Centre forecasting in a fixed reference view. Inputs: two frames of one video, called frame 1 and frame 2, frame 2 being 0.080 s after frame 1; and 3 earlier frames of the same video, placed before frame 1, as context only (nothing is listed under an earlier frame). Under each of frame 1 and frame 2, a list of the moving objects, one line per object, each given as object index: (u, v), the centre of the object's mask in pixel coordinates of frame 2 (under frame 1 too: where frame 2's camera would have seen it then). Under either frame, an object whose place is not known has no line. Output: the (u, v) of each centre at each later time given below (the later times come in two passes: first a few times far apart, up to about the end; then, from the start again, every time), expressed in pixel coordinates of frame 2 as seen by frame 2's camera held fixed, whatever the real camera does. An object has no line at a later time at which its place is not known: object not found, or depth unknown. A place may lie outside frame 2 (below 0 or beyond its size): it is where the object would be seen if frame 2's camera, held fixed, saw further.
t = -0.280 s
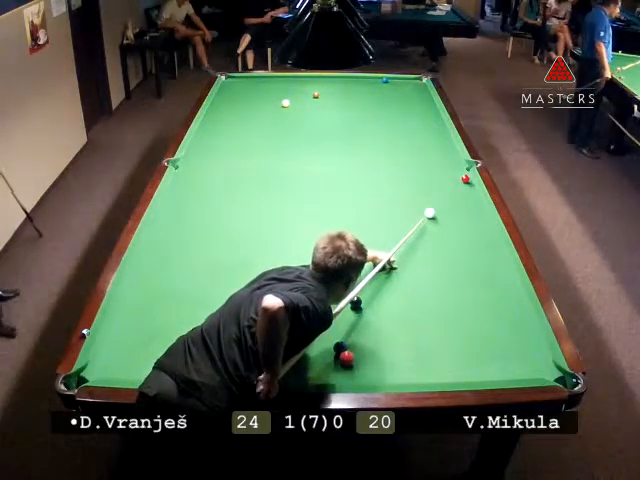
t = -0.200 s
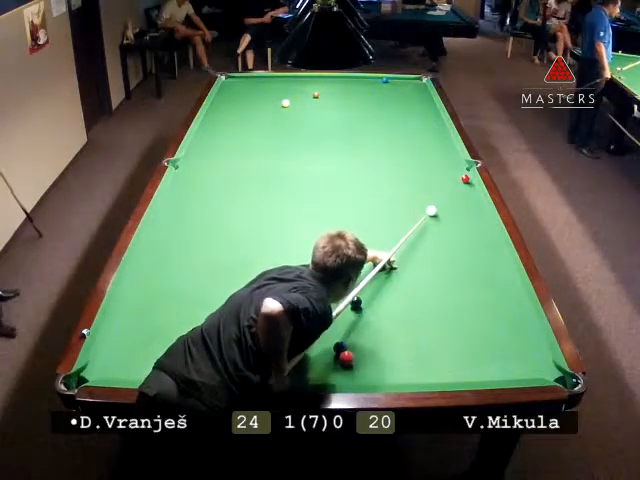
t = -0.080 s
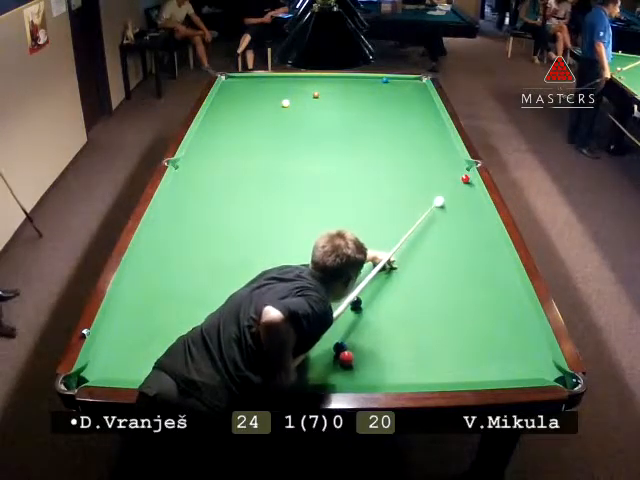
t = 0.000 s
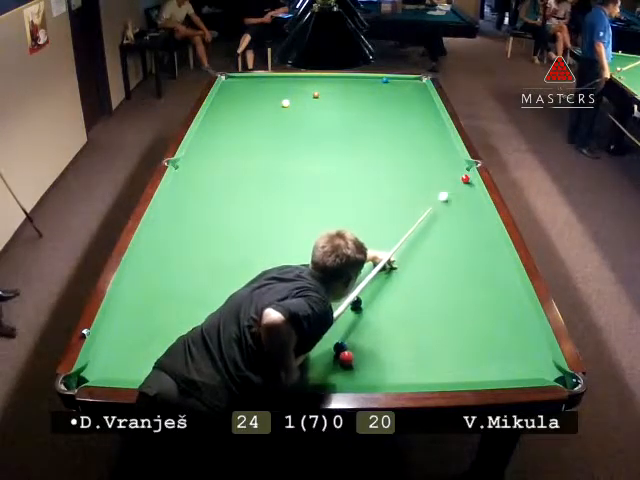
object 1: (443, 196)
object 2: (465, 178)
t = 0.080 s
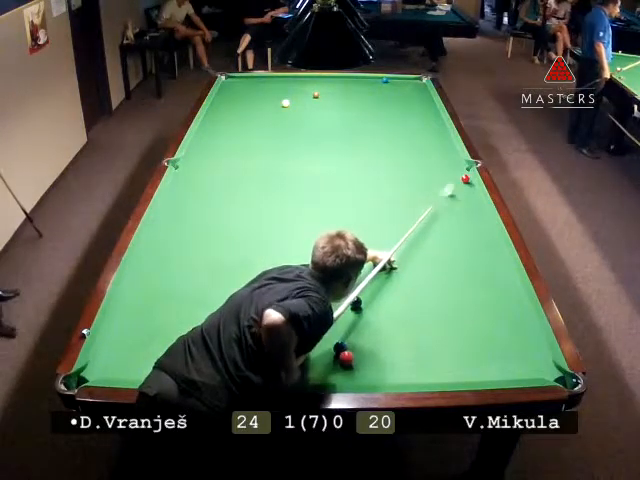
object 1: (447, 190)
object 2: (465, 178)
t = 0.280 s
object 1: (456, 179)
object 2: (466, 178)
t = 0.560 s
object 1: (449, 166)
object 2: (455, 175)
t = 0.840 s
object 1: (442, 156)
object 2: (442, 173)
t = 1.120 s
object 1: (437, 147)
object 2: (430, 171)
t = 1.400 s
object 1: (432, 139)
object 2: (421, 170)
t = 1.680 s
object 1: (428, 132)
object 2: (412, 168)
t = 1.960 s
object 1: (424, 127)
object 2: (405, 166)
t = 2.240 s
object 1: (421, 121)
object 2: (400, 166)
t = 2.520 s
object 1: (419, 116)
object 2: (396, 165)
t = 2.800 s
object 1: (416, 112)
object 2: (393, 165)
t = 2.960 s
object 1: (415, 111)
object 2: (391, 164)
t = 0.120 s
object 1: (449, 187)
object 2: (465, 178)
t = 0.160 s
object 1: (451, 185)
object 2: (465, 178)
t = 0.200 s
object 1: (453, 183)
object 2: (465, 178)
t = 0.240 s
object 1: (455, 180)
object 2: (465, 178)
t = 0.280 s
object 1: (456, 179)
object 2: (466, 178)
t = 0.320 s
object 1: (455, 177)
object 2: (467, 178)
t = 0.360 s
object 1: (454, 175)
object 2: (465, 178)
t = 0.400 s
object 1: (452, 173)
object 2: (463, 177)
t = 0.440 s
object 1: (452, 171)
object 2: (461, 176)
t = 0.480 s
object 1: (451, 170)
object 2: (459, 176)
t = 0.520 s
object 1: (449, 168)
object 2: (456, 175)
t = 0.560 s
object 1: (449, 166)
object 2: (455, 175)
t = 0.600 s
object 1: (448, 165)
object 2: (453, 175)
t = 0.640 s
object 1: (447, 164)
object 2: (451, 175)
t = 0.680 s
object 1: (446, 162)
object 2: (449, 174)
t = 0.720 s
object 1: (445, 160)
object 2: (447, 174)
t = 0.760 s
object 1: (444, 159)
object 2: (446, 174)
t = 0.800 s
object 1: (443, 157)
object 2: (444, 174)
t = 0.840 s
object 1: (442, 156)
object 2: (442, 173)
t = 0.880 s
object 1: (442, 154)
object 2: (440, 173)
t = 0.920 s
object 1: (441, 153)
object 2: (438, 173)
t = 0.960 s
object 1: (440, 152)
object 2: (437, 172)
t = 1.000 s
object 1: (439, 151)
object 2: (435, 172)
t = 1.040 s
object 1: (438, 149)
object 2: (433, 172)
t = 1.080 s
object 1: (438, 148)
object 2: (432, 172)
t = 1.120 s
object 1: (437, 147)
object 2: (430, 171)
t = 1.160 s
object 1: (436, 146)
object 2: (429, 171)
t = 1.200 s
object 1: (435, 144)
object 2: (427, 171)
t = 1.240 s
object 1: (435, 143)
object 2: (426, 171)
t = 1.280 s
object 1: (434, 142)
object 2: (425, 171)
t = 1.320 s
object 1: (433, 141)
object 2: (423, 170)
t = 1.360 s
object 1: (433, 140)
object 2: (422, 170)
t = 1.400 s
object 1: (432, 139)
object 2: (421, 170)
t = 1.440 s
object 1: (431, 138)
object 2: (420, 169)
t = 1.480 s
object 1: (431, 137)
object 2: (419, 169)
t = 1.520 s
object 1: (430, 136)
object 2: (417, 169)
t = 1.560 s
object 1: (429, 135)
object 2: (416, 168)
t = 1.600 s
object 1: (428, 134)
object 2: (415, 168)
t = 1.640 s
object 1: (429, 133)
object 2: (414, 168)
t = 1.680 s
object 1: (428, 132)
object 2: (412, 168)
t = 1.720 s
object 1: (427, 131)
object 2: (411, 167)
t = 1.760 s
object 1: (426, 129)
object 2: (411, 168)
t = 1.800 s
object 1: (426, 129)
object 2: (409, 167)
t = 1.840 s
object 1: (426, 128)
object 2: (408, 167)
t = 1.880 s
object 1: (426, 128)
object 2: (407, 167)
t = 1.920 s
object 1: (425, 127)
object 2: (406, 166)
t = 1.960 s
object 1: (424, 127)
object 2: (405, 166)
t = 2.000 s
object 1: (424, 125)
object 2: (405, 166)
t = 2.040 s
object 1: (423, 124)
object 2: (404, 166)
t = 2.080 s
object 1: (423, 124)
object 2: (403, 166)
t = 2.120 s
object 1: (423, 124)
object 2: (403, 166)
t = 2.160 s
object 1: (422, 122)
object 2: (401, 166)
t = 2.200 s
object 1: (422, 122)
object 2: (401, 166)
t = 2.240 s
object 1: (421, 121)
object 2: (400, 166)
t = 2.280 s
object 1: (421, 120)
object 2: (399, 166)
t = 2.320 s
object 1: (420, 119)
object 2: (398, 166)
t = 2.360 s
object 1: (420, 119)
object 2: (398, 165)
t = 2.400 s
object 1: (420, 119)
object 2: (397, 166)
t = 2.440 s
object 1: (419, 117)
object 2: (397, 165)
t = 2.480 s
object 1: (419, 117)
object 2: (396, 165)
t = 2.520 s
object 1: (419, 116)
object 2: (396, 165)
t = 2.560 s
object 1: (419, 116)
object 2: (395, 165)
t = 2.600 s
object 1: (418, 114)
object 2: (395, 165)
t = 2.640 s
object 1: (417, 114)
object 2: (394, 165)
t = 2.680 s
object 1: (417, 114)
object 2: (394, 165)
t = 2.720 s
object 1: (417, 113)
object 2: (393, 165)
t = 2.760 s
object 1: (417, 113)
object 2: (393, 165)
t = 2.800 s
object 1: (416, 112)
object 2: (393, 165)
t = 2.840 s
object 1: (416, 112)
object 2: (393, 165)
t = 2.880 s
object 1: (416, 111)
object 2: (392, 165)
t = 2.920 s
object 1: (416, 111)
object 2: (392, 164)
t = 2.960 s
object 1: (415, 111)
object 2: (391, 164)
